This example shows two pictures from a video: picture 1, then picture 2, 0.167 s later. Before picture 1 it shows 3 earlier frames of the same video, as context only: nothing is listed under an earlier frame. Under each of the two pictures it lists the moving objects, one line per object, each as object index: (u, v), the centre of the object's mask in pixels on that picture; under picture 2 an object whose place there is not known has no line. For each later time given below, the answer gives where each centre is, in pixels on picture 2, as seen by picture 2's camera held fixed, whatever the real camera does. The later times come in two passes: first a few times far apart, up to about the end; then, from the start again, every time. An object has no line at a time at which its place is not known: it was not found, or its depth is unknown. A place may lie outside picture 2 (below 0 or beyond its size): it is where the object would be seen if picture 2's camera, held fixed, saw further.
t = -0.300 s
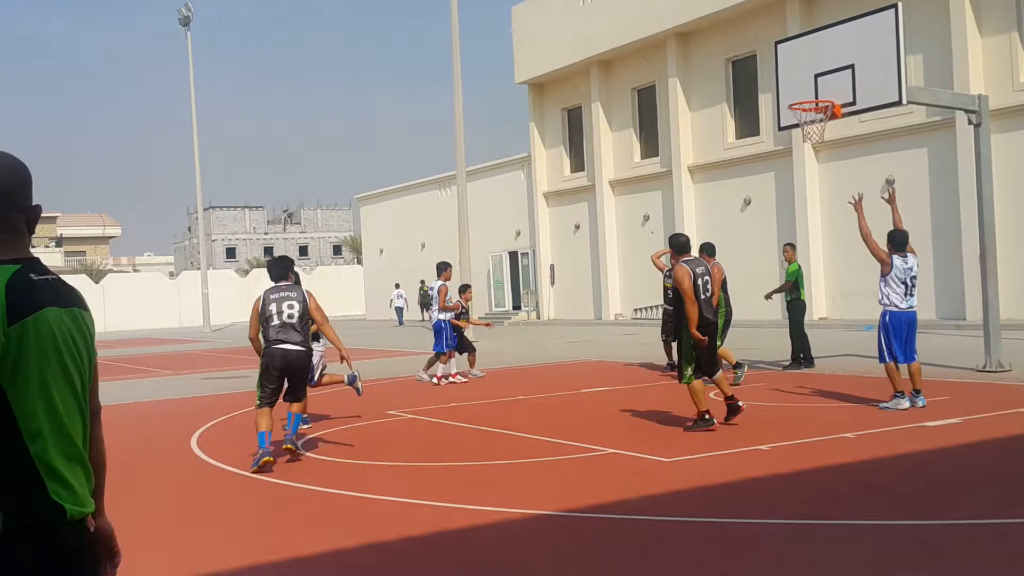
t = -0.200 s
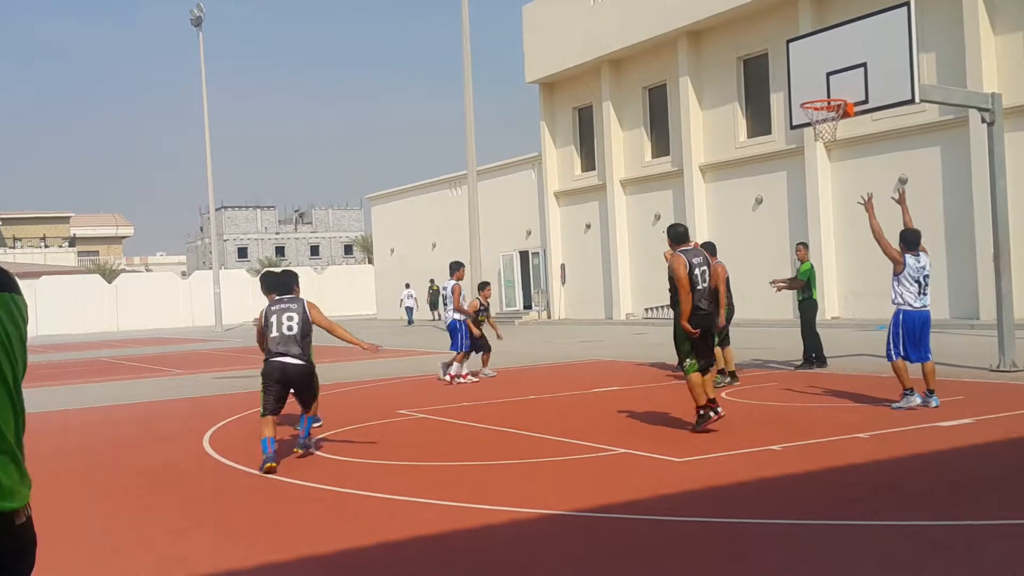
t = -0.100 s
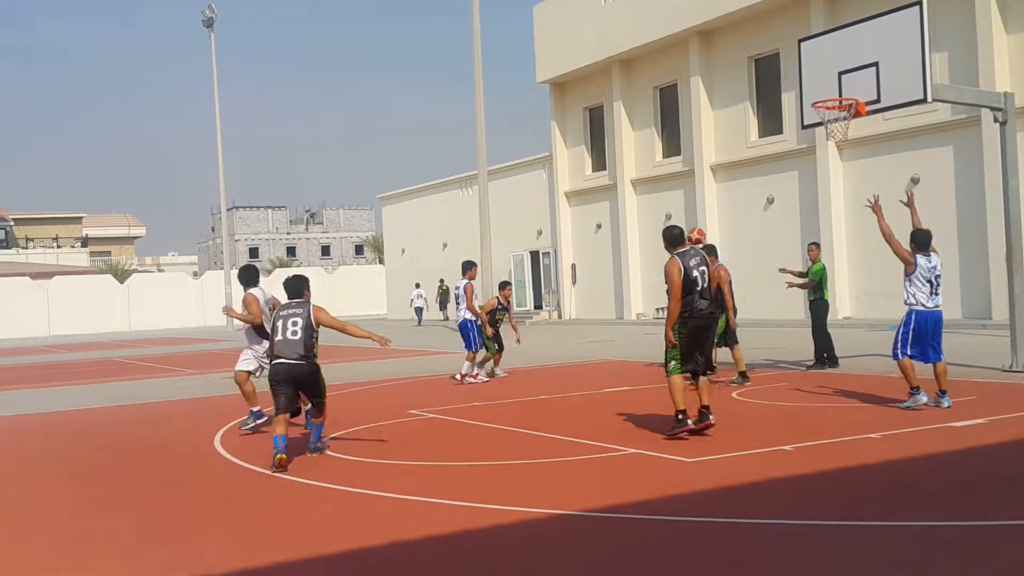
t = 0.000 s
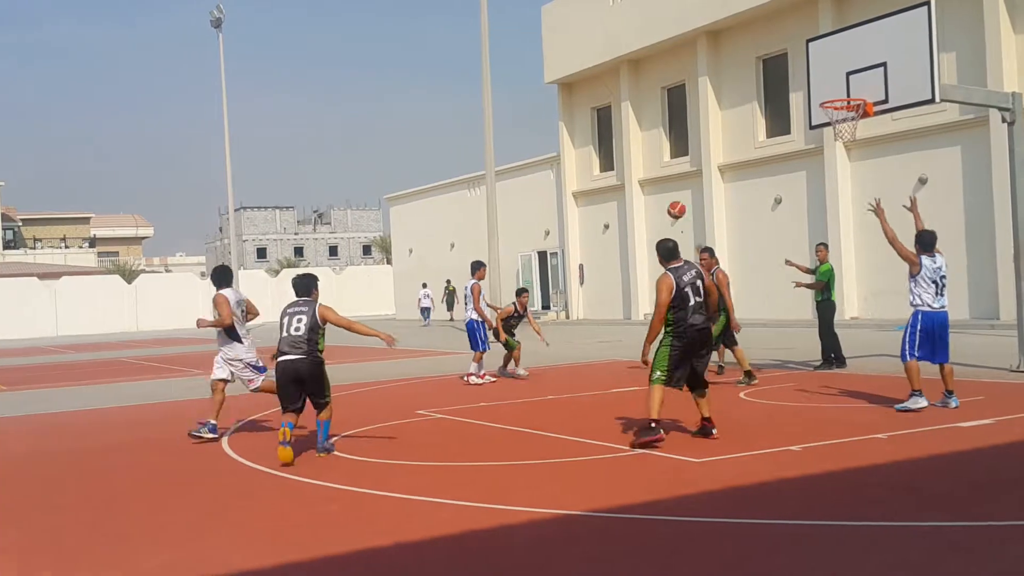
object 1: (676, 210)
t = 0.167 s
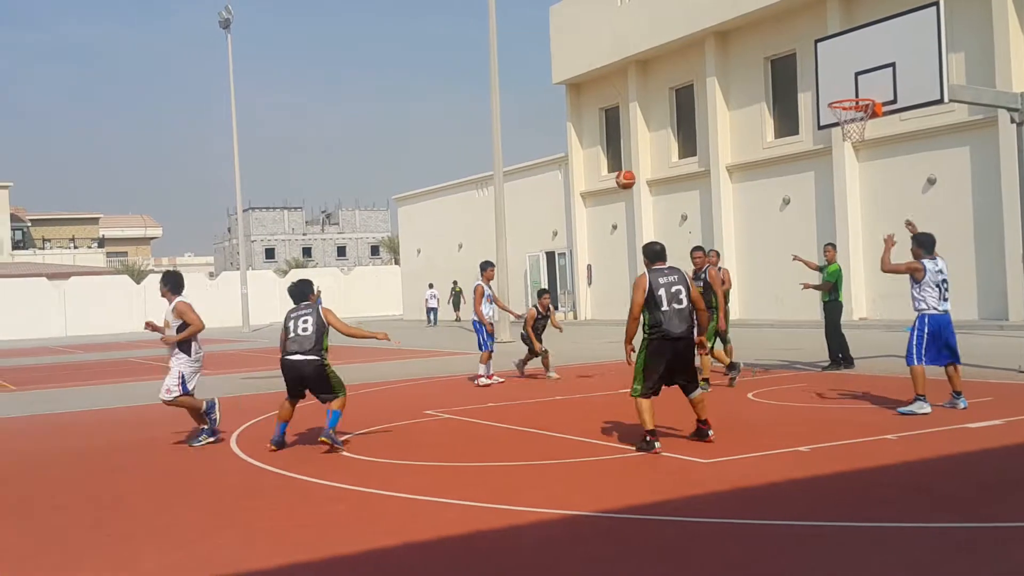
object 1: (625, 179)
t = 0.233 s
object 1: (599, 172)
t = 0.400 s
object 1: (522, 169)
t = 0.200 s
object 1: (612, 175)
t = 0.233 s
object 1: (599, 172)
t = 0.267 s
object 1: (584, 170)
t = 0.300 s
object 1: (569, 168)
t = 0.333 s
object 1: (554, 168)
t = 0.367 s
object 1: (538, 168)
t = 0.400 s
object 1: (522, 169)
